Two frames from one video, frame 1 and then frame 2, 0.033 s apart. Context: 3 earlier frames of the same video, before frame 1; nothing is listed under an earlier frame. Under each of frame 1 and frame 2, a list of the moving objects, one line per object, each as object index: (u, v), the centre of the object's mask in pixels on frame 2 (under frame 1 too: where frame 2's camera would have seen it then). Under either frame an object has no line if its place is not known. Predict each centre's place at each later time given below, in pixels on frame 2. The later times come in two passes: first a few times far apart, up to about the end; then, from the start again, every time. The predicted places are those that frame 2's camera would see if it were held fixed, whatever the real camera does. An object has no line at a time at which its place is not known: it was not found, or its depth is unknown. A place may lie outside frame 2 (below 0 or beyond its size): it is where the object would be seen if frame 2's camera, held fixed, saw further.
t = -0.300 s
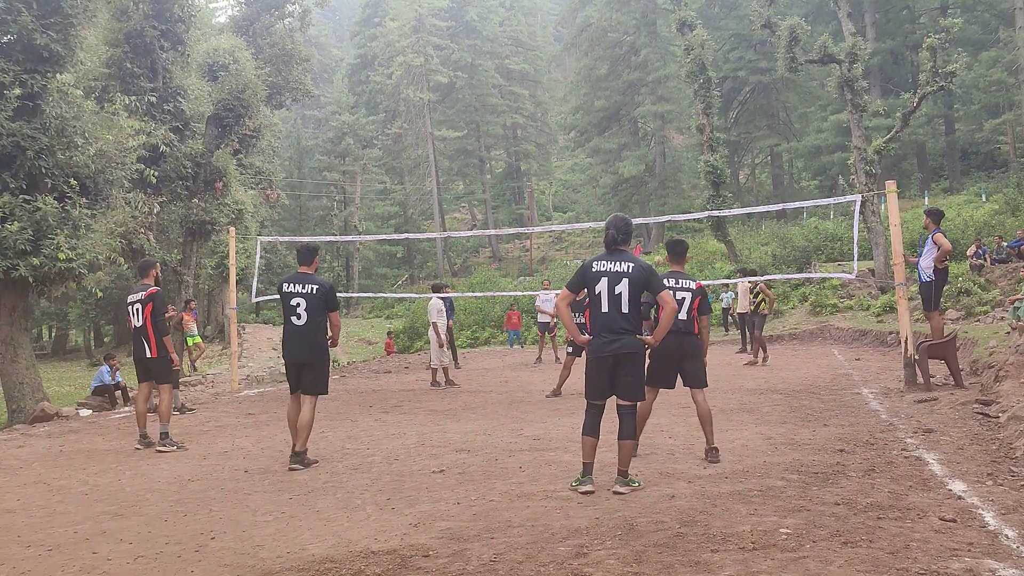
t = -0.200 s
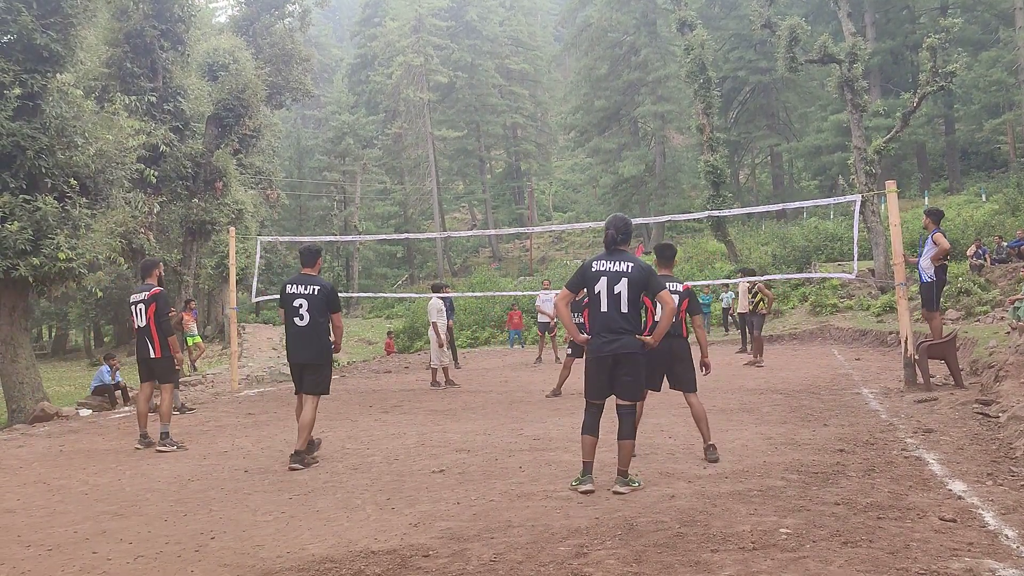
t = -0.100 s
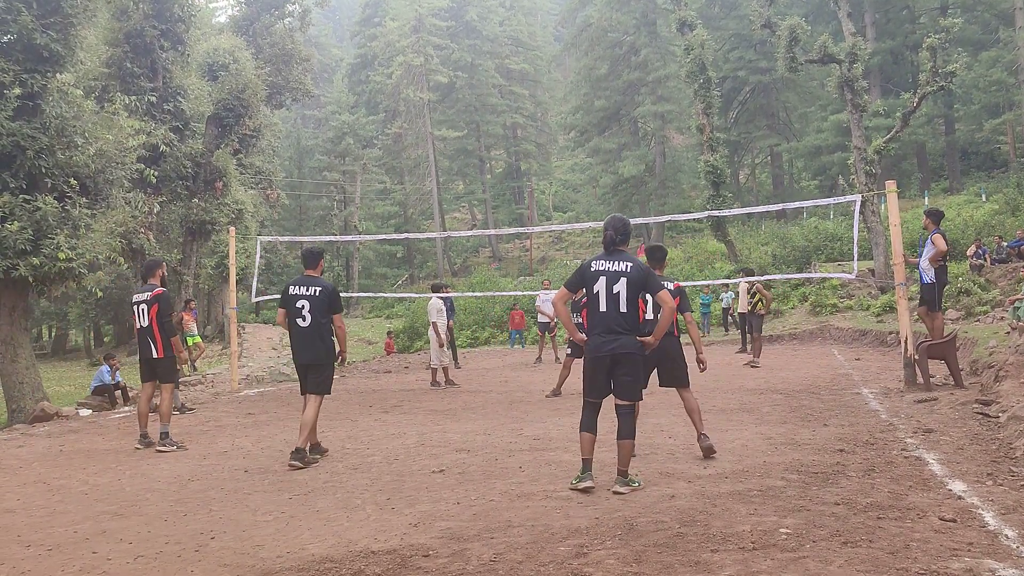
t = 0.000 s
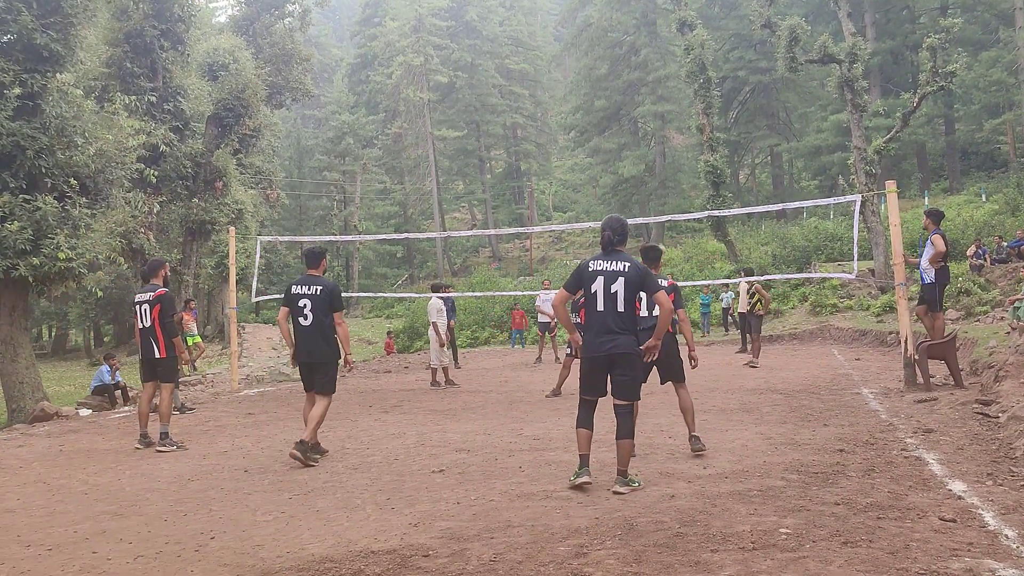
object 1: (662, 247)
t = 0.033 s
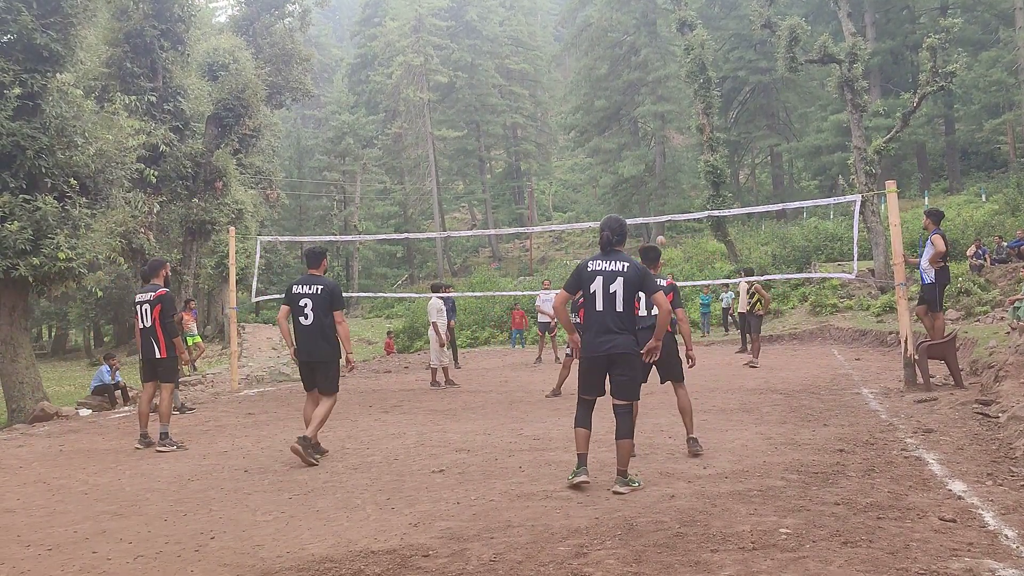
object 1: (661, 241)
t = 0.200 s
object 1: (660, 199)
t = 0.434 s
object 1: (658, 158)
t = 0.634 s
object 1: (658, 143)
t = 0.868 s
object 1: (655, 159)
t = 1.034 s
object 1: (654, 201)
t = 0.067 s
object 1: (661, 231)
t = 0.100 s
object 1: (661, 226)
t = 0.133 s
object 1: (660, 213)
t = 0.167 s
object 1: (660, 207)
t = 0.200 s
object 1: (660, 199)
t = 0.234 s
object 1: (659, 191)
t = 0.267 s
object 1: (659, 185)
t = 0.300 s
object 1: (659, 178)
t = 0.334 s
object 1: (659, 172)
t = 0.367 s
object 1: (658, 168)
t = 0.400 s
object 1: (658, 162)
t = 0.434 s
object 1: (658, 158)
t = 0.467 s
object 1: (658, 154)
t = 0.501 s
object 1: (658, 150)
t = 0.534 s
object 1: (658, 147)
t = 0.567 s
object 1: (658, 146)
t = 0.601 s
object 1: (658, 144)
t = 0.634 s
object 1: (658, 143)
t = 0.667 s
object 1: (658, 143)
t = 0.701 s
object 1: (657, 143)
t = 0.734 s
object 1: (657, 145)
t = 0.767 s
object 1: (656, 146)
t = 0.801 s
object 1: (656, 149)
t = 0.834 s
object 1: (656, 154)
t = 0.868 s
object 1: (655, 159)
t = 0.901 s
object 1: (655, 164)
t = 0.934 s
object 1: (655, 171)
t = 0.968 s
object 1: (655, 180)
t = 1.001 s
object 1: (654, 190)
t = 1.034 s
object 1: (654, 201)
